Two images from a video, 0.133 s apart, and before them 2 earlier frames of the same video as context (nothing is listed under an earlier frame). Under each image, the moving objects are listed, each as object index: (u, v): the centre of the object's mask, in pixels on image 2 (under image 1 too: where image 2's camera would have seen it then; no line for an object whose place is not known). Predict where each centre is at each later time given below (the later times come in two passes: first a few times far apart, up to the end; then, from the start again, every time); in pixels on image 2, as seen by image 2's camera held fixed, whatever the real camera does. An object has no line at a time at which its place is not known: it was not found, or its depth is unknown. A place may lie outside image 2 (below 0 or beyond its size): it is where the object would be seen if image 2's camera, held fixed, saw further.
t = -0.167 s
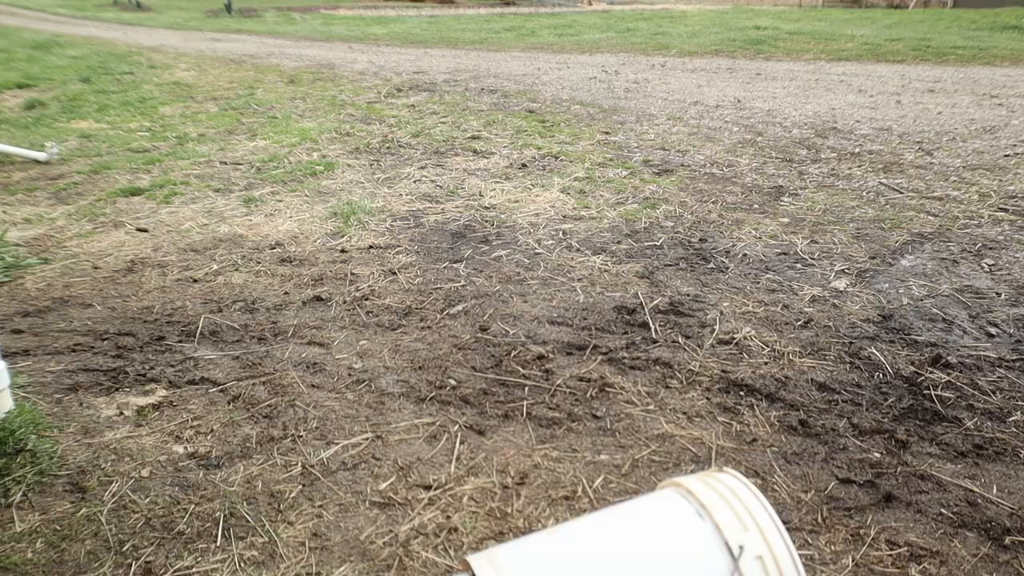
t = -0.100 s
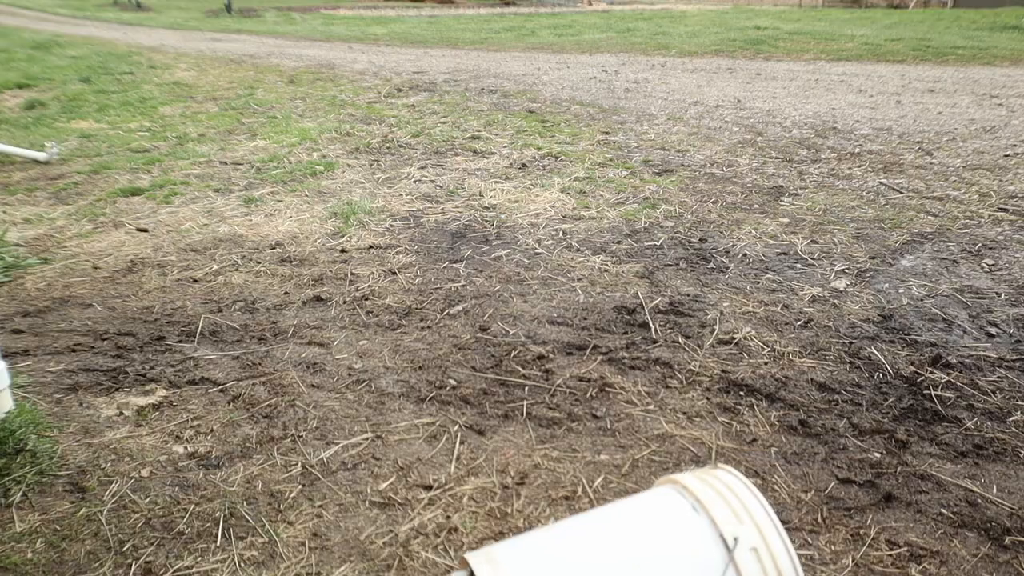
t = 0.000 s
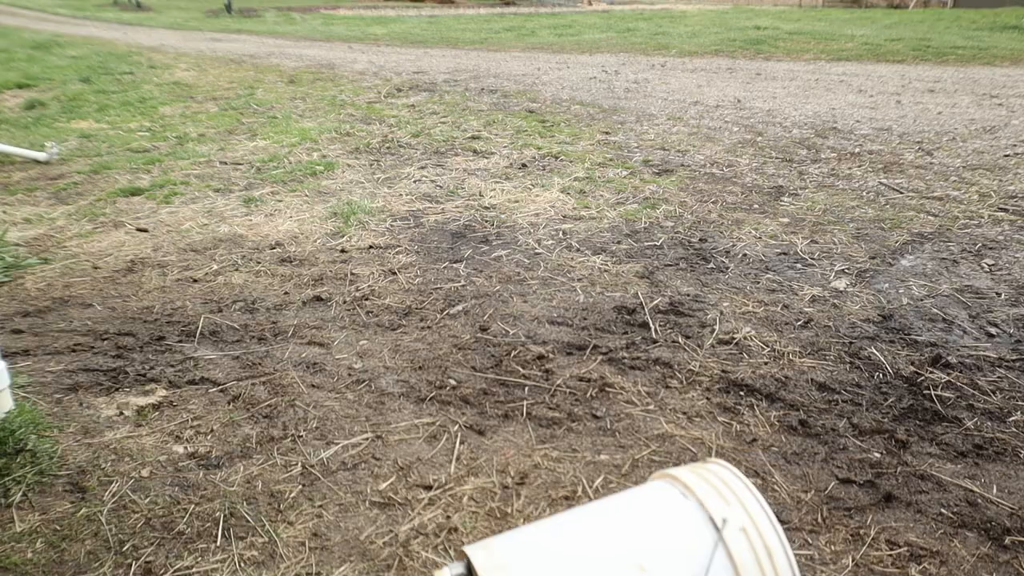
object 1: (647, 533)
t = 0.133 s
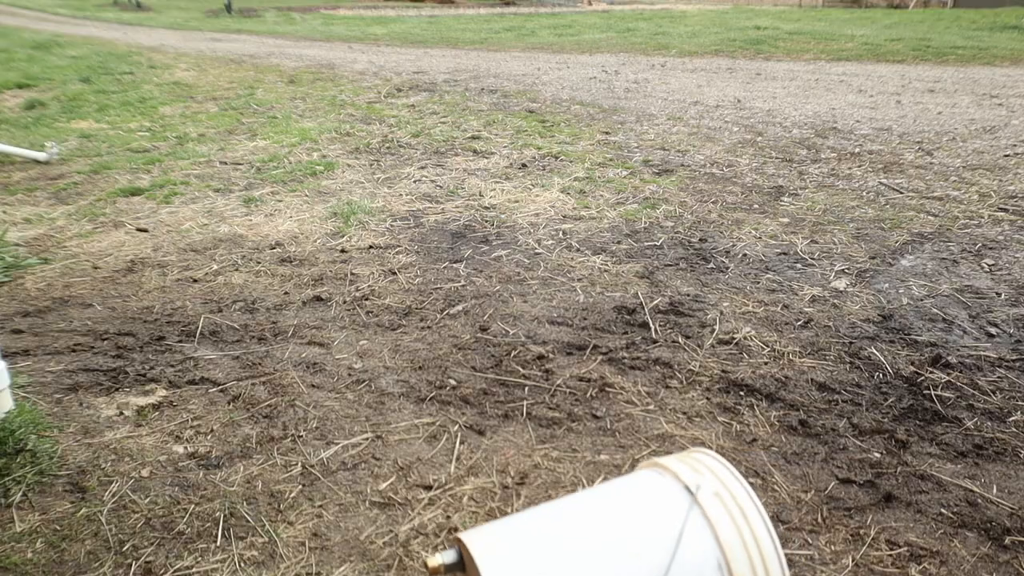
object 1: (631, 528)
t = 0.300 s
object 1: (611, 521)
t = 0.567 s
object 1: (551, 494)
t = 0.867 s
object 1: (458, 436)
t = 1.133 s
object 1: (387, 390)
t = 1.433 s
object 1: (307, 367)
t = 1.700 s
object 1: (247, 357)
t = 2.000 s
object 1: (176, 347)
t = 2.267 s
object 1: (134, 337)
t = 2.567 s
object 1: (98, 337)
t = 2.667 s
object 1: (93, 336)
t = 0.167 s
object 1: (628, 527)
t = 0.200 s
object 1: (624, 526)
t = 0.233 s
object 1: (621, 525)
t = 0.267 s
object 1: (616, 523)
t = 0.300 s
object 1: (611, 521)
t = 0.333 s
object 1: (606, 519)
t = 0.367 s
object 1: (599, 516)
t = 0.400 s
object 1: (593, 514)
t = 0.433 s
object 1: (586, 511)
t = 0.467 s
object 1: (578, 508)
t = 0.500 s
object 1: (569, 503)
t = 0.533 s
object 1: (560, 498)
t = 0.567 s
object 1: (551, 494)
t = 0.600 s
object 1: (540, 489)
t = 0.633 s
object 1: (530, 483)
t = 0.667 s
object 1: (520, 478)
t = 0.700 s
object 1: (509, 473)
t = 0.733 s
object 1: (498, 467)
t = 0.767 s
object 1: (487, 460)
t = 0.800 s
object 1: (478, 452)
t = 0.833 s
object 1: (469, 444)
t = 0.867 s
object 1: (458, 436)
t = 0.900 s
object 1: (446, 428)
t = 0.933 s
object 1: (434, 421)
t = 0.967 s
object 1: (422, 415)
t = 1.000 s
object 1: (413, 411)
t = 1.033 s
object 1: (405, 407)
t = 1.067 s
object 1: (399, 401)
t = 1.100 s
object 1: (393, 395)
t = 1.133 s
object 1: (387, 390)
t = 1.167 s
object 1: (381, 385)
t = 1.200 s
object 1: (374, 381)
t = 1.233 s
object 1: (366, 378)
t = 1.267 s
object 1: (358, 378)
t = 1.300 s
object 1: (349, 377)
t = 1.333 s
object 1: (339, 375)
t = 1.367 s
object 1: (328, 371)
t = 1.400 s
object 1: (317, 369)
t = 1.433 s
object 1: (307, 367)
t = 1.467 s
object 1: (298, 365)
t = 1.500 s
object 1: (290, 364)
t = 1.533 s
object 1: (283, 363)
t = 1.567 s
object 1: (277, 364)
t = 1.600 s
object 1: (270, 362)
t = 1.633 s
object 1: (263, 360)
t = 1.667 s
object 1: (255, 358)
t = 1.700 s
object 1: (247, 357)
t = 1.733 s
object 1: (239, 355)
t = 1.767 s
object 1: (230, 353)
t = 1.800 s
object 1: (222, 351)
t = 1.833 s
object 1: (214, 350)
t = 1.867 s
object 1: (206, 350)
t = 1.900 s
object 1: (199, 349)
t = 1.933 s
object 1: (192, 349)
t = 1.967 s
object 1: (184, 348)
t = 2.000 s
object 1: (176, 347)
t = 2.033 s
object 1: (169, 345)
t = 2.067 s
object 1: (161, 343)
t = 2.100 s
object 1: (155, 342)
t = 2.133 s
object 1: (150, 340)
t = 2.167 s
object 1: (145, 339)
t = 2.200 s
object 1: (141, 338)
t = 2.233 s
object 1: (138, 338)
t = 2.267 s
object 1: (134, 337)
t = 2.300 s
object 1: (130, 336)
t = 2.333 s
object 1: (126, 336)
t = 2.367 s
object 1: (122, 336)
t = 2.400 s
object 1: (118, 336)
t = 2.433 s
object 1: (114, 336)
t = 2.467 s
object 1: (110, 337)
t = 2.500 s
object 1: (105, 338)
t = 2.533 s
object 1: (101, 338)
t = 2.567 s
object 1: (98, 337)
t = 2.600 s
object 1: (96, 336)
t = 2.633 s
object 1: (94, 337)
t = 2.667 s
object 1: (93, 336)
